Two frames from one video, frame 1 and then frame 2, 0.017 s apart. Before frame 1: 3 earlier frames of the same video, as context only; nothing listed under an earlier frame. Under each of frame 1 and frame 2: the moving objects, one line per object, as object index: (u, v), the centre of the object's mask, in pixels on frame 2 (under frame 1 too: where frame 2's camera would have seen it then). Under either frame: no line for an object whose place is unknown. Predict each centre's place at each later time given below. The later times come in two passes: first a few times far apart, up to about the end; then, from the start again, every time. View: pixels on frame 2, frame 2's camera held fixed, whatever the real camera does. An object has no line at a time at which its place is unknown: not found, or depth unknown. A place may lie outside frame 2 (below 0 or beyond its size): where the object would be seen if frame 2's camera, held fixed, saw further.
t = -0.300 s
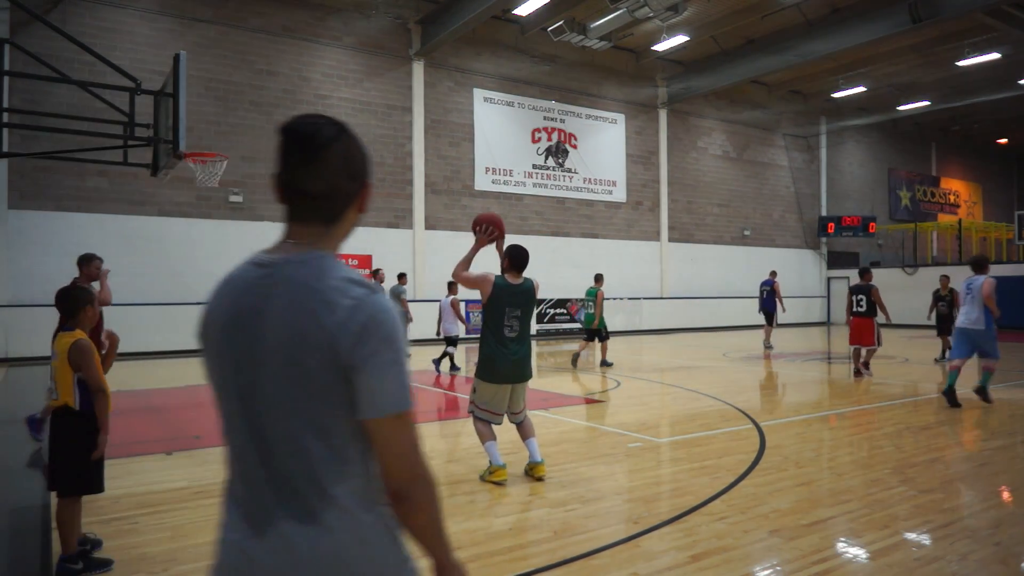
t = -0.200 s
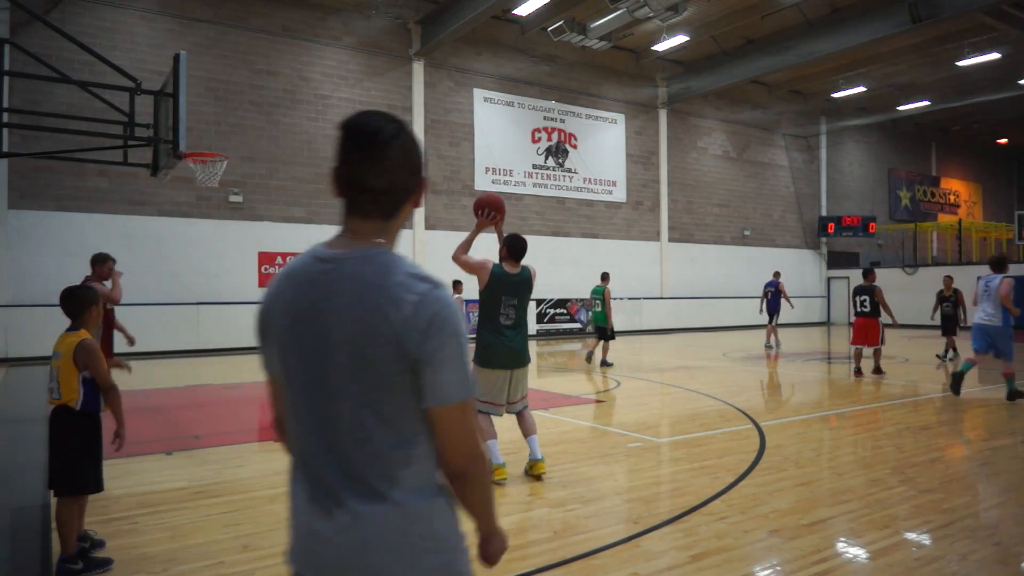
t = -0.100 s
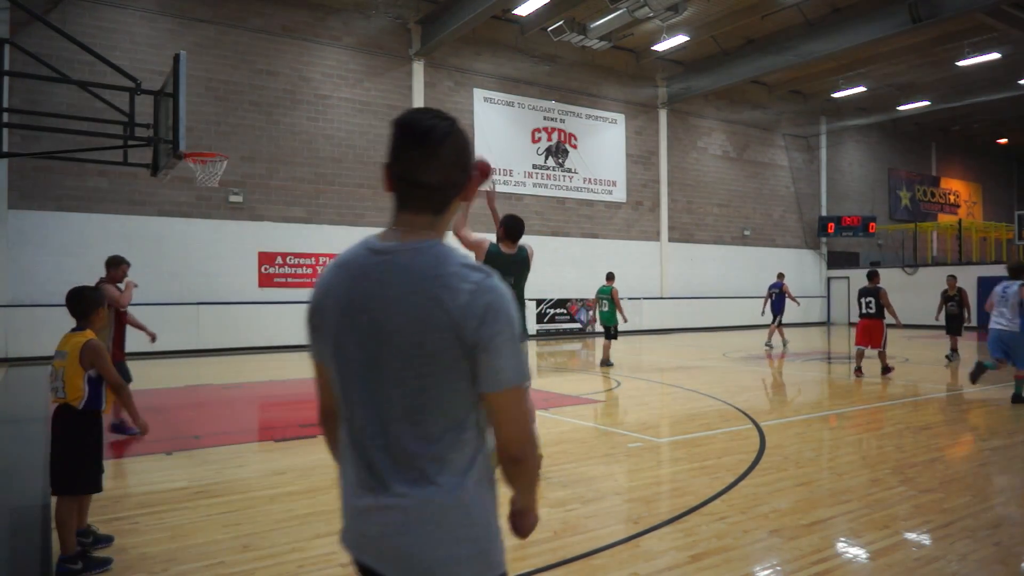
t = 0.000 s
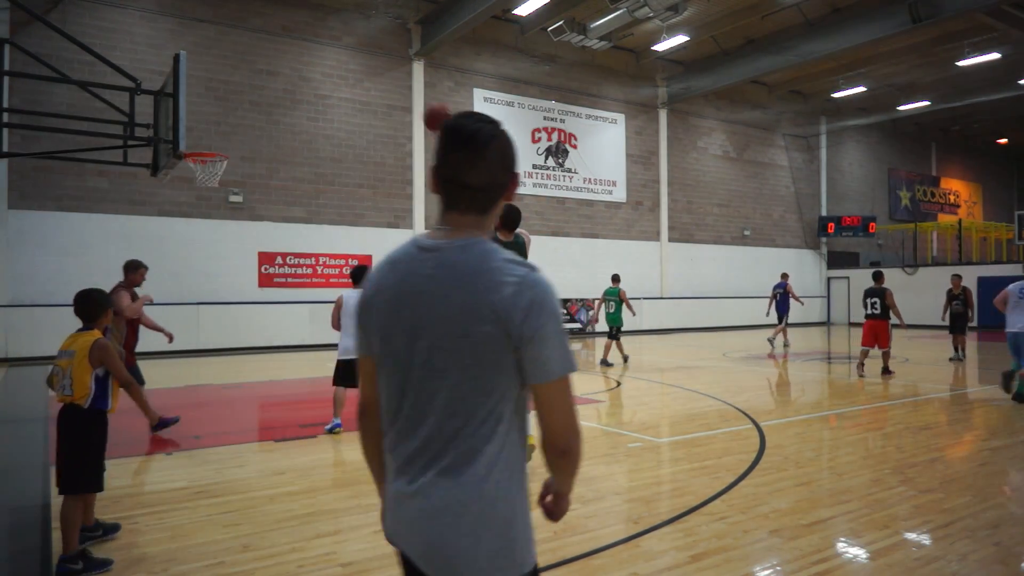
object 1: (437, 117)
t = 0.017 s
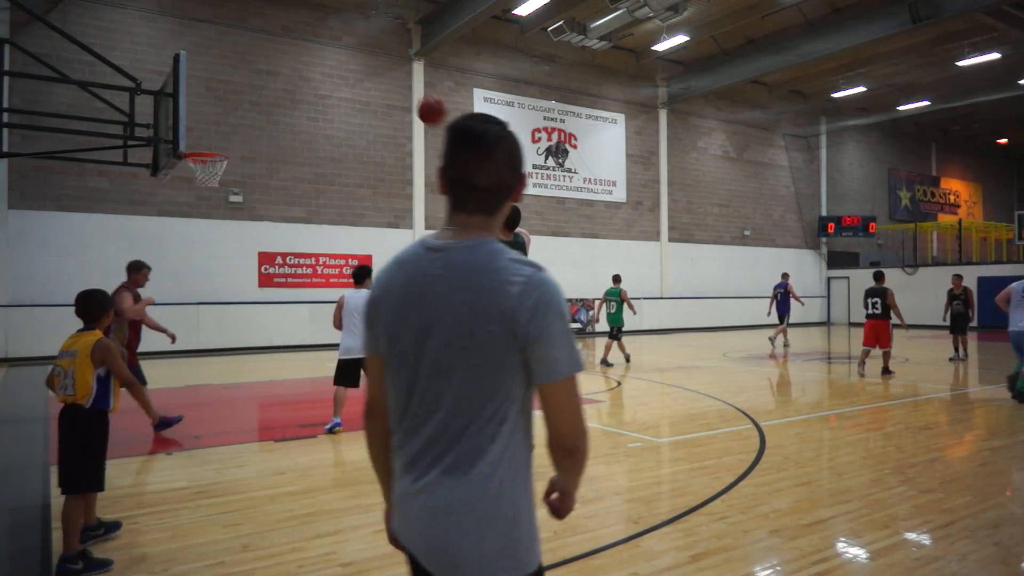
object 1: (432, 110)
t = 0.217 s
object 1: (363, 54)
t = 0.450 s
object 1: (299, 49)
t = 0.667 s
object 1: (252, 88)
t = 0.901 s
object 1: (218, 136)
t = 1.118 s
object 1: (216, 102)
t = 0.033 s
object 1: (425, 104)
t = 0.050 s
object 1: (419, 97)
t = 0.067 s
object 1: (412, 91)
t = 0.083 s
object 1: (406, 85)
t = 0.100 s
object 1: (401, 80)
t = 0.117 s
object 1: (395, 75)
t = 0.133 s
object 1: (390, 71)
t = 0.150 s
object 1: (384, 66)
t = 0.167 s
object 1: (379, 63)
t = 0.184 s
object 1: (373, 60)
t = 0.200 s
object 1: (368, 57)
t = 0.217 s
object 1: (363, 54)
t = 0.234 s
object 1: (358, 52)
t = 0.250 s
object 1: (353, 50)
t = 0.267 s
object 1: (348, 48)
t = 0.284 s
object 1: (343, 47)
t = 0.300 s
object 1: (338, 46)
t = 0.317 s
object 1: (333, 45)
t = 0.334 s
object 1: (329, 44)
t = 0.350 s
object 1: (325, 44)
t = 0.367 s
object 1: (320, 44)
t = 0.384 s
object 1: (316, 45)
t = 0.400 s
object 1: (312, 45)
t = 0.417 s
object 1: (307, 46)
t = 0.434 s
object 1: (303, 47)
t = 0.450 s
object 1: (299, 49)
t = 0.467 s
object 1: (295, 51)
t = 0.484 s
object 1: (291, 53)
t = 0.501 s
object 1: (287, 55)
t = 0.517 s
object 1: (284, 57)
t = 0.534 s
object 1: (280, 59)
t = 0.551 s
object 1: (276, 62)
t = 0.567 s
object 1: (273, 65)
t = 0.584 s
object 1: (269, 68)
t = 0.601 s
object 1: (266, 71)
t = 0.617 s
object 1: (262, 75)
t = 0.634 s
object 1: (259, 79)
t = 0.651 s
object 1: (255, 83)
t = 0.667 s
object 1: (252, 88)
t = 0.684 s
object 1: (249, 92)
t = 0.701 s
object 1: (245, 96)
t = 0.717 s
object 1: (242, 101)
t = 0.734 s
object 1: (239, 106)
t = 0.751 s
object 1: (236, 111)
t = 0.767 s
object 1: (233, 116)
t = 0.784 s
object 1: (230, 121)
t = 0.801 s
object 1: (227, 127)
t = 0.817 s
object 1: (224, 133)
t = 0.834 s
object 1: (221, 139)
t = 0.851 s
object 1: (218, 145)
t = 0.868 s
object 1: (218, 145)
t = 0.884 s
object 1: (218, 140)
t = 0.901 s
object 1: (218, 136)
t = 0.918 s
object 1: (217, 132)
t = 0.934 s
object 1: (217, 128)
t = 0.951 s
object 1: (217, 125)
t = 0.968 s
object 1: (217, 121)
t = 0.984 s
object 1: (217, 118)
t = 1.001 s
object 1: (217, 115)
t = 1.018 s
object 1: (216, 113)
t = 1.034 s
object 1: (216, 111)
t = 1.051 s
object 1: (216, 108)
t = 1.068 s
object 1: (216, 107)
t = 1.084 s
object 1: (216, 105)
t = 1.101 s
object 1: (216, 103)
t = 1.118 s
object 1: (216, 102)
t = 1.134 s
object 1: (216, 101)
